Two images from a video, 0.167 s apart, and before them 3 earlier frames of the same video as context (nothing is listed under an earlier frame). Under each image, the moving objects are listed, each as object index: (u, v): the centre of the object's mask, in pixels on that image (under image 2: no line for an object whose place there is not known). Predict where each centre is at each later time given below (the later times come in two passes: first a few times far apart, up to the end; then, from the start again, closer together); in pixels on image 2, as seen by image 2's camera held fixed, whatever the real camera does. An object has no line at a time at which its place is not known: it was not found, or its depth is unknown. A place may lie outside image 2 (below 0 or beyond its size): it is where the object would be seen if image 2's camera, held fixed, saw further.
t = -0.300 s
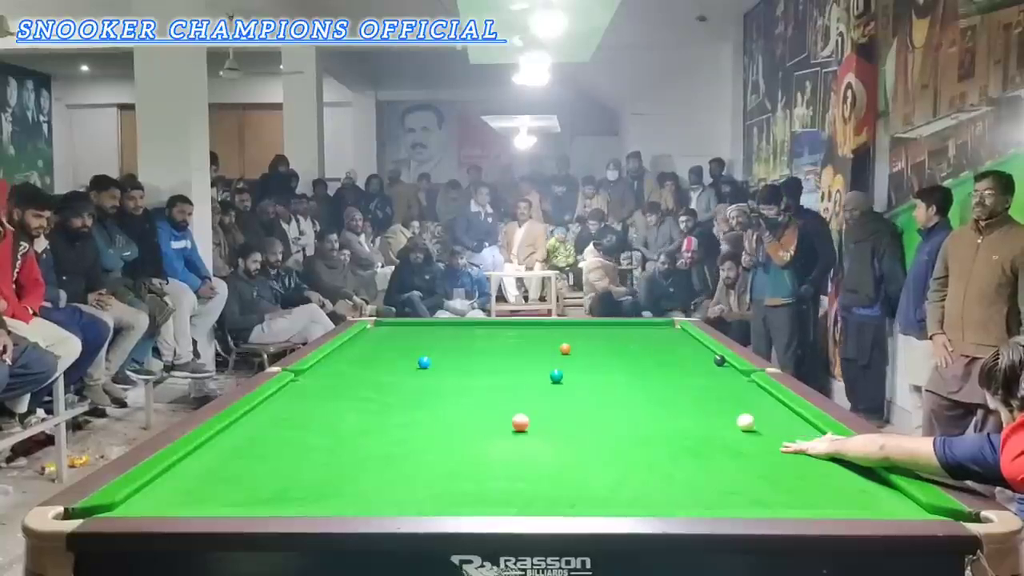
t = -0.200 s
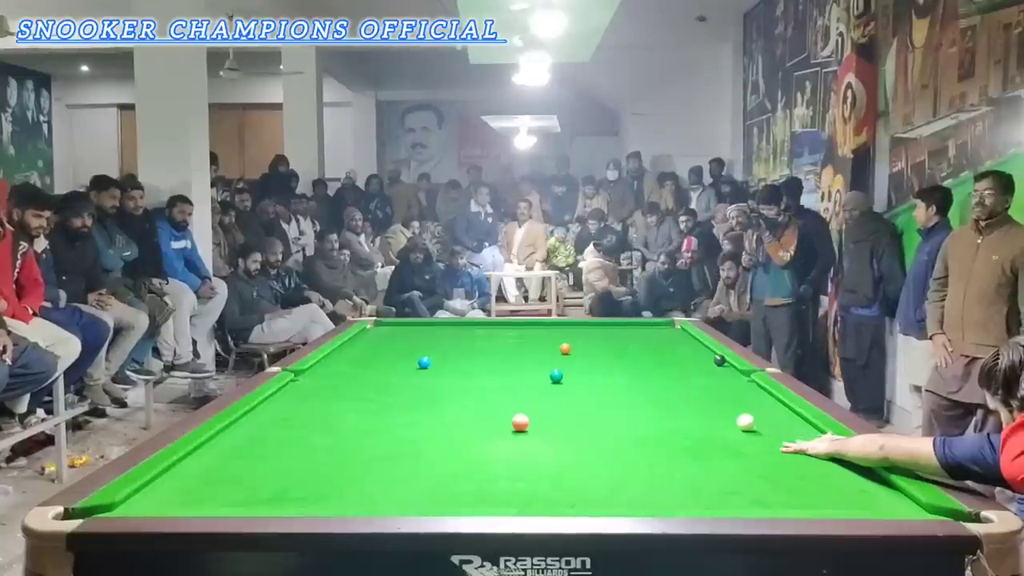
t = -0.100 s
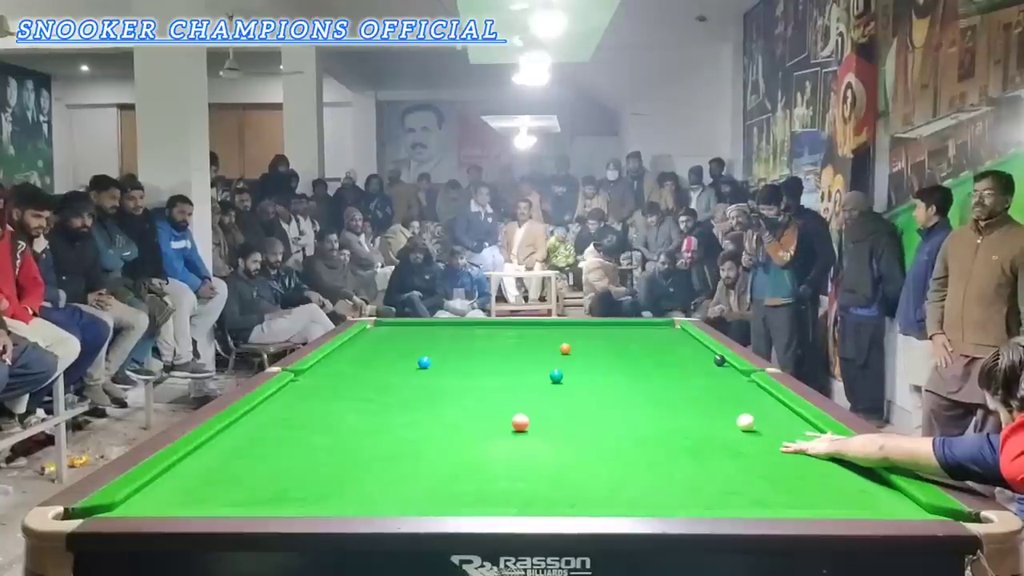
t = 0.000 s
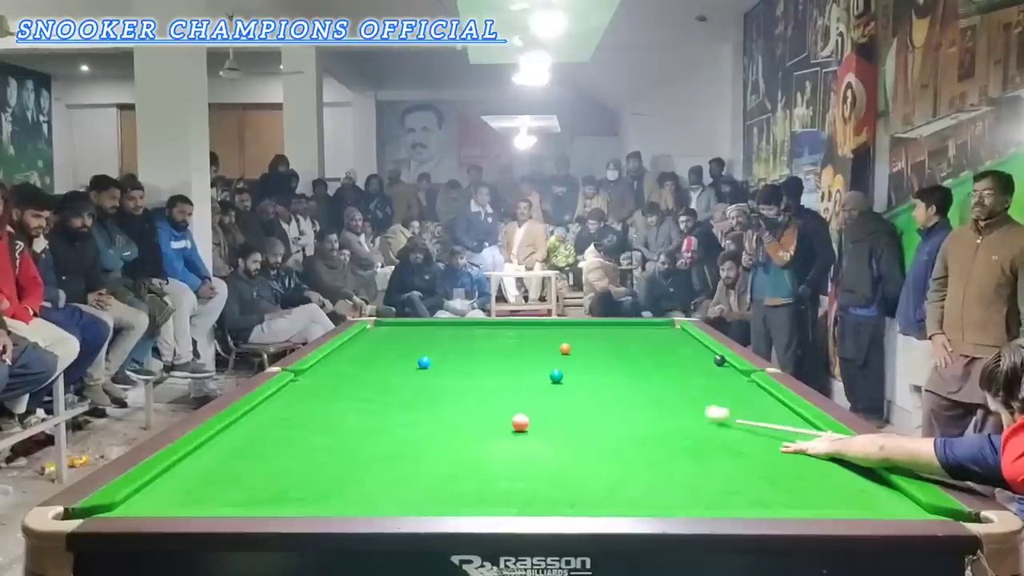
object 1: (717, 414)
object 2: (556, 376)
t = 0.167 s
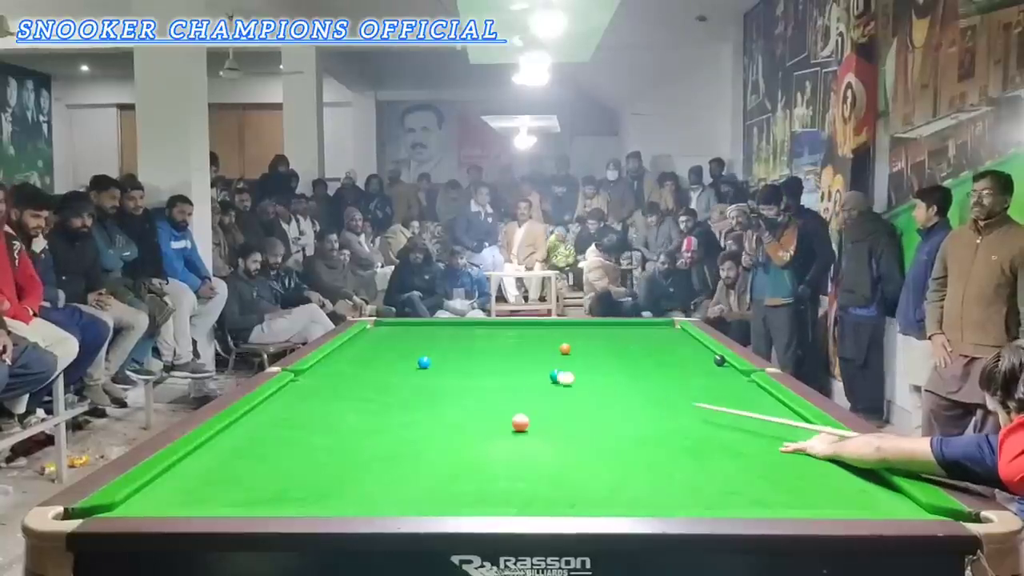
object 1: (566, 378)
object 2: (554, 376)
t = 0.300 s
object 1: (551, 378)
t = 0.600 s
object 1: (527, 378)
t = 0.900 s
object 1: (506, 378)
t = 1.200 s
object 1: (487, 379)
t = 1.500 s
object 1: (471, 379)
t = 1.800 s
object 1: (458, 379)
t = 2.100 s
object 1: (447, 378)
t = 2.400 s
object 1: (439, 379)
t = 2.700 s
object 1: (434, 378)
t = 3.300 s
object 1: (432, 378)
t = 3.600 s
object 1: (432, 378)
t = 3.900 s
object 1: (432, 378)
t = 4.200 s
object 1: (432, 378)
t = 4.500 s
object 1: (432, 378)
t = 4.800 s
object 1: (432, 378)
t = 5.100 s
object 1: (432, 378)
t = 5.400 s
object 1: (432, 379)
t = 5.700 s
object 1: (432, 379)
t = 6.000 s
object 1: (432, 379)
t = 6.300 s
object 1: (432, 379)
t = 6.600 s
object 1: (432, 378)
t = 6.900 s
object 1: (432, 378)
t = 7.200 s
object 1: (432, 379)
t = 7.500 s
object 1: (432, 378)
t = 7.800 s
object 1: (432, 378)
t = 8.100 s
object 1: (432, 378)
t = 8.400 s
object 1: (432, 379)
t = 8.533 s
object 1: (432, 378)
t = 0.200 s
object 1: (560, 378)
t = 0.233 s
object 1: (557, 378)
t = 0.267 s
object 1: (554, 378)
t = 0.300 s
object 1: (551, 378)
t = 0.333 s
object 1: (548, 378)
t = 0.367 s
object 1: (545, 378)
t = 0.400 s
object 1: (543, 378)
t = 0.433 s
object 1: (540, 378)
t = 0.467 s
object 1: (538, 378)
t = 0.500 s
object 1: (535, 378)
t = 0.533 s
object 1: (532, 378)
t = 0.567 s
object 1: (530, 378)
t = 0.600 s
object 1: (527, 378)
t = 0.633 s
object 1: (525, 378)
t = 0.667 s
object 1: (522, 378)
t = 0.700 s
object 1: (520, 378)
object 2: (385, 327)
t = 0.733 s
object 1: (517, 379)
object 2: (379, 324)
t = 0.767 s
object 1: (515, 378)
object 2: (373, 323)
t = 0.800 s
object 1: (513, 378)
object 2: (369, 324)
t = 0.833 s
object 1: (510, 379)
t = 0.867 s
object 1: (508, 378)
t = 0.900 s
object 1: (506, 378)
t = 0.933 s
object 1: (504, 378)
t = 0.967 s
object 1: (501, 378)
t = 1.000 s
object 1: (499, 379)
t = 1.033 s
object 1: (497, 379)
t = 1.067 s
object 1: (495, 379)
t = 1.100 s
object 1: (493, 379)
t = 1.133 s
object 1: (491, 379)
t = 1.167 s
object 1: (489, 379)
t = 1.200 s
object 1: (487, 379)
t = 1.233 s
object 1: (485, 379)
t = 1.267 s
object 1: (483, 379)
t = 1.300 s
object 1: (482, 379)
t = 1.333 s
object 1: (480, 379)
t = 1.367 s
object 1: (478, 379)
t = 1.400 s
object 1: (476, 379)
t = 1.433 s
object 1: (475, 379)
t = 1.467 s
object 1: (473, 379)
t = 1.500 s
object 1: (471, 379)
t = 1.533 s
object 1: (470, 379)
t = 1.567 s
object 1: (468, 379)
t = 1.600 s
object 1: (467, 379)
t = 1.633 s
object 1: (465, 379)
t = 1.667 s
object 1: (464, 379)
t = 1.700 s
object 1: (462, 379)
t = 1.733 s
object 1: (461, 379)
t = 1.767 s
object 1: (460, 379)
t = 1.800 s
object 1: (458, 379)
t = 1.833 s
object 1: (457, 379)
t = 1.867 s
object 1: (456, 379)
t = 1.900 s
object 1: (455, 378)
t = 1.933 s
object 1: (453, 379)
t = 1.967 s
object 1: (452, 378)
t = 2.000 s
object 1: (451, 378)
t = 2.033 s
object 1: (450, 378)
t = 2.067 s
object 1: (449, 378)
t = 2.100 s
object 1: (447, 378)
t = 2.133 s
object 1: (446, 378)
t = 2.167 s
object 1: (445, 378)
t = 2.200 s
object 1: (444, 378)
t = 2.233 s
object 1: (443, 378)
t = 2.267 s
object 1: (442, 378)
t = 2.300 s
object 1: (442, 378)
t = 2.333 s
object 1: (441, 379)
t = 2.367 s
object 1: (440, 379)
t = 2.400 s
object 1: (439, 379)
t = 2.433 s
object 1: (438, 379)
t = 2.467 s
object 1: (438, 378)
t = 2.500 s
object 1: (437, 379)
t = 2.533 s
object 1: (436, 379)
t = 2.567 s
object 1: (436, 379)
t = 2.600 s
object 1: (435, 379)
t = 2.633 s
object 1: (435, 379)
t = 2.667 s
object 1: (434, 378)
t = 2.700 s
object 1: (434, 378)
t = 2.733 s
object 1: (434, 379)
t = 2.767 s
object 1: (433, 379)
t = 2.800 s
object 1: (433, 379)
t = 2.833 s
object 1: (433, 379)
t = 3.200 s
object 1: (432, 378)
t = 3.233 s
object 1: (432, 379)
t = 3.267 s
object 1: (432, 378)
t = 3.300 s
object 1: (432, 378)
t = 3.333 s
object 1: (432, 378)
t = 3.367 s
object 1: (432, 379)
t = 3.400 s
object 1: (432, 379)
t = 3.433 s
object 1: (432, 379)
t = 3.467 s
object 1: (432, 378)
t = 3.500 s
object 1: (432, 378)
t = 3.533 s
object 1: (431, 378)
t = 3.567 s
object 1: (432, 378)
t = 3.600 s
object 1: (432, 378)
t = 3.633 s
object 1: (432, 378)
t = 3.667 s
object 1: (432, 378)
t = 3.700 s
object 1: (432, 378)
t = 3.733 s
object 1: (432, 378)
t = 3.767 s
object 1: (432, 379)
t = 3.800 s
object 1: (432, 378)
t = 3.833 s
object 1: (432, 378)
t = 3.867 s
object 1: (432, 378)
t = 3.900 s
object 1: (432, 378)
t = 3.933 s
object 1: (432, 379)
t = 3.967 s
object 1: (432, 379)
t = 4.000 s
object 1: (432, 379)
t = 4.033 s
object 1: (432, 379)
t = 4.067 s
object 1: (432, 378)
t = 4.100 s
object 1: (432, 379)
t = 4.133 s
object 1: (432, 378)
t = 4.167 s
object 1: (432, 378)
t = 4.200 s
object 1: (432, 378)
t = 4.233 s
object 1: (432, 378)
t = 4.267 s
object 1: (432, 378)
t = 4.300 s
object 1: (432, 379)
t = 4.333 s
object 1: (432, 378)
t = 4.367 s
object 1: (432, 378)
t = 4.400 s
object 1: (432, 379)
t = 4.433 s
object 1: (432, 378)
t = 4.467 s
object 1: (432, 378)
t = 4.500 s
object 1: (432, 378)
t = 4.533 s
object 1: (432, 378)
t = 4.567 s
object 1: (432, 379)
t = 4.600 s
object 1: (432, 378)
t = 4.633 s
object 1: (432, 378)
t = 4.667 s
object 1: (431, 378)
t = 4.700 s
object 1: (432, 379)
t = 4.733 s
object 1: (432, 379)
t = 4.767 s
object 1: (432, 378)
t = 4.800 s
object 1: (432, 378)
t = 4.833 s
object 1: (432, 378)
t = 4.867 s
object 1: (432, 378)
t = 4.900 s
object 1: (432, 379)
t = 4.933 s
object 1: (432, 379)
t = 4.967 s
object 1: (432, 379)
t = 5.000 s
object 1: (432, 379)
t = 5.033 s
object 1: (432, 378)
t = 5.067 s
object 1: (432, 379)
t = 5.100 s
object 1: (432, 378)
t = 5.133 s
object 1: (432, 378)
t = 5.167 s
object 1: (432, 378)
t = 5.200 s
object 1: (432, 378)
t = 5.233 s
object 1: (432, 378)
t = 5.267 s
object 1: (432, 378)
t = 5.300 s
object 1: (432, 378)
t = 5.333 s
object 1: (432, 379)
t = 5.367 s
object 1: (432, 379)
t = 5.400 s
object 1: (432, 379)
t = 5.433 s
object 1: (432, 379)
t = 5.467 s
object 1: (432, 379)
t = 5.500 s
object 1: (432, 379)
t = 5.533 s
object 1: (432, 379)
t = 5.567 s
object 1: (432, 379)
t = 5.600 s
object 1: (432, 379)
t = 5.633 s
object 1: (432, 378)
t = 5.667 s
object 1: (432, 379)
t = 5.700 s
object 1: (432, 379)
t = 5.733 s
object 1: (432, 379)
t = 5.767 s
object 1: (432, 379)
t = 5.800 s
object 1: (432, 379)
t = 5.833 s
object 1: (432, 379)
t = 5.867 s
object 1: (432, 379)
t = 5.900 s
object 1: (432, 379)
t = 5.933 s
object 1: (432, 379)
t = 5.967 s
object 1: (432, 379)
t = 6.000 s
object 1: (432, 379)
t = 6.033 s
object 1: (432, 379)
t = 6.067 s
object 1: (432, 379)
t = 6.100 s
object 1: (432, 379)
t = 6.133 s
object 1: (432, 379)
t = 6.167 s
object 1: (432, 379)
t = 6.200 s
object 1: (432, 379)
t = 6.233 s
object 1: (432, 379)
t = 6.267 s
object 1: (432, 379)
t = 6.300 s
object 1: (432, 379)
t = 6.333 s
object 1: (432, 379)
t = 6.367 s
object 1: (432, 378)
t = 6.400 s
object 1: (432, 378)
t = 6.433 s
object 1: (432, 378)
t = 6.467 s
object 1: (432, 378)
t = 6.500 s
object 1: (432, 378)
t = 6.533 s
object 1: (432, 378)
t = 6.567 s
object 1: (432, 379)
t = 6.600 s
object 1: (432, 378)
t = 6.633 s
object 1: (432, 378)
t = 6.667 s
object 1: (432, 378)
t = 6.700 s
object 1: (432, 378)
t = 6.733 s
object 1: (432, 378)
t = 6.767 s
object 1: (432, 378)
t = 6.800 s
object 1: (432, 378)
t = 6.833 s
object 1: (432, 378)
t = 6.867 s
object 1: (432, 378)
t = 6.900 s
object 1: (432, 378)
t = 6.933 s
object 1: (432, 378)
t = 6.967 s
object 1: (432, 378)
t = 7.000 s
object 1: (432, 378)
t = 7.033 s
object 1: (432, 378)
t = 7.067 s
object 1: (432, 379)
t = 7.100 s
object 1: (432, 379)
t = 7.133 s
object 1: (432, 379)
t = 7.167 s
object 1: (432, 379)
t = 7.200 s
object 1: (432, 379)
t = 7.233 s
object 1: (432, 379)
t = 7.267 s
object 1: (432, 379)
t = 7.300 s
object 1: (432, 379)
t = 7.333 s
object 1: (432, 378)
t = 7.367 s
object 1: (432, 378)
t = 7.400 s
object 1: (432, 378)
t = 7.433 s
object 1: (432, 378)
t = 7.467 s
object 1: (432, 378)
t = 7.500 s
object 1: (432, 378)
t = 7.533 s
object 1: (432, 378)
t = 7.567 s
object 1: (432, 378)
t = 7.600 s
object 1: (432, 378)
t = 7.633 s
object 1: (432, 378)
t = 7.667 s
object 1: (432, 378)
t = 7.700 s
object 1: (432, 378)
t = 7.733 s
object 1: (432, 378)
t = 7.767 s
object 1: (432, 378)
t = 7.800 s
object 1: (432, 378)
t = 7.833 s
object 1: (432, 378)
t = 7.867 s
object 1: (432, 378)
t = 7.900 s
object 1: (432, 378)
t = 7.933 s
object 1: (432, 378)
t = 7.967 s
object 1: (432, 378)
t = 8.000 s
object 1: (432, 378)
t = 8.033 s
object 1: (432, 378)
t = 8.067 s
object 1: (432, 378)
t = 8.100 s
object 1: (432, 378)
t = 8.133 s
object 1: (432, 378)
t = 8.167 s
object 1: (432, 378)
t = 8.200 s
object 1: (432, 378)
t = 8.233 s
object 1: (432, 378)
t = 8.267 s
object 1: (432, 378)
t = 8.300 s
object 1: (432, 378)
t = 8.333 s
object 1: (432, 378)
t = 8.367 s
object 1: (432, 379)
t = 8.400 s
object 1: (432, 379)
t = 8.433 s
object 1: (432, 379)
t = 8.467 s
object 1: (432, 379)
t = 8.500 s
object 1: (432, 378)
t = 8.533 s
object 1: (432, 378)
